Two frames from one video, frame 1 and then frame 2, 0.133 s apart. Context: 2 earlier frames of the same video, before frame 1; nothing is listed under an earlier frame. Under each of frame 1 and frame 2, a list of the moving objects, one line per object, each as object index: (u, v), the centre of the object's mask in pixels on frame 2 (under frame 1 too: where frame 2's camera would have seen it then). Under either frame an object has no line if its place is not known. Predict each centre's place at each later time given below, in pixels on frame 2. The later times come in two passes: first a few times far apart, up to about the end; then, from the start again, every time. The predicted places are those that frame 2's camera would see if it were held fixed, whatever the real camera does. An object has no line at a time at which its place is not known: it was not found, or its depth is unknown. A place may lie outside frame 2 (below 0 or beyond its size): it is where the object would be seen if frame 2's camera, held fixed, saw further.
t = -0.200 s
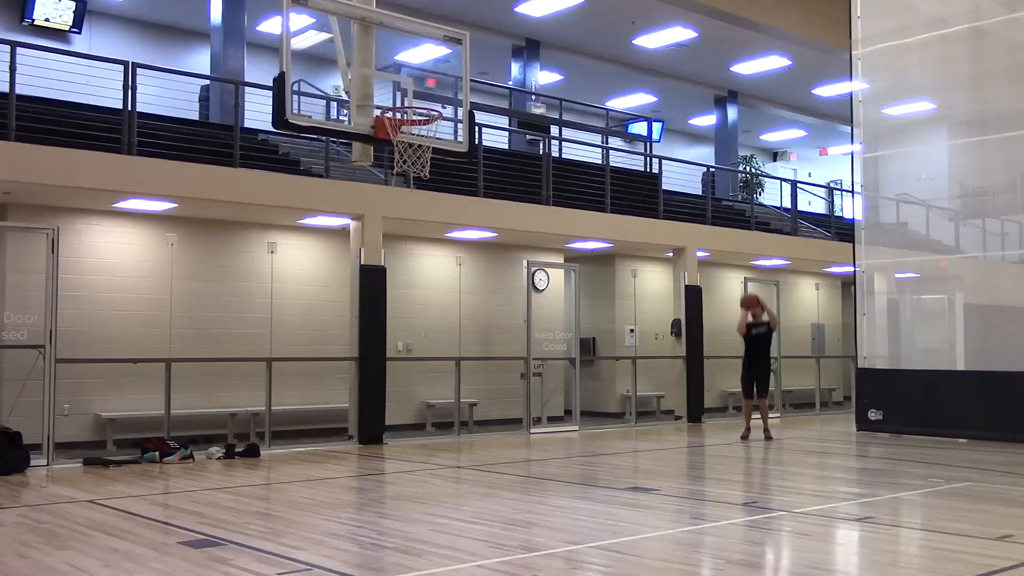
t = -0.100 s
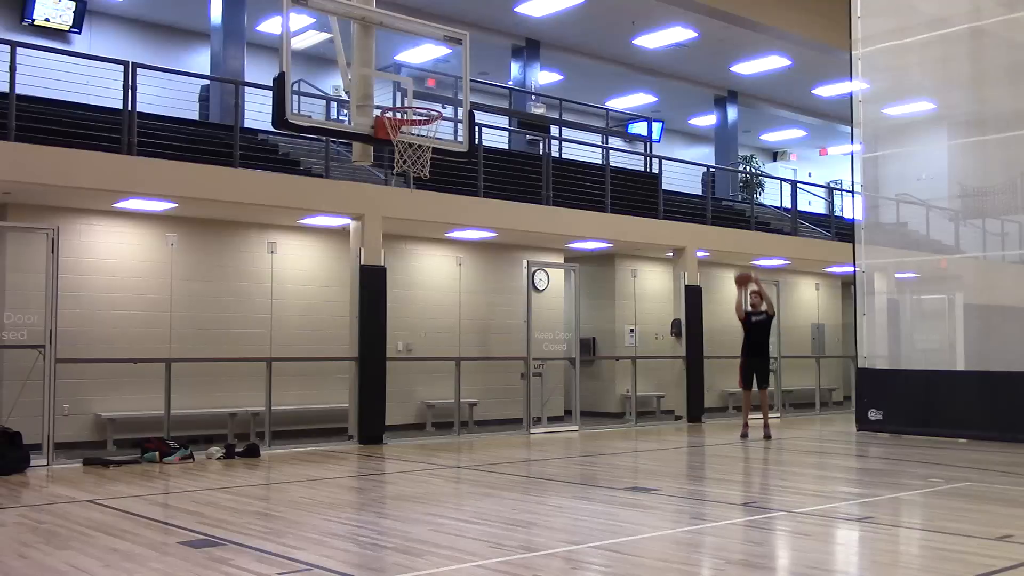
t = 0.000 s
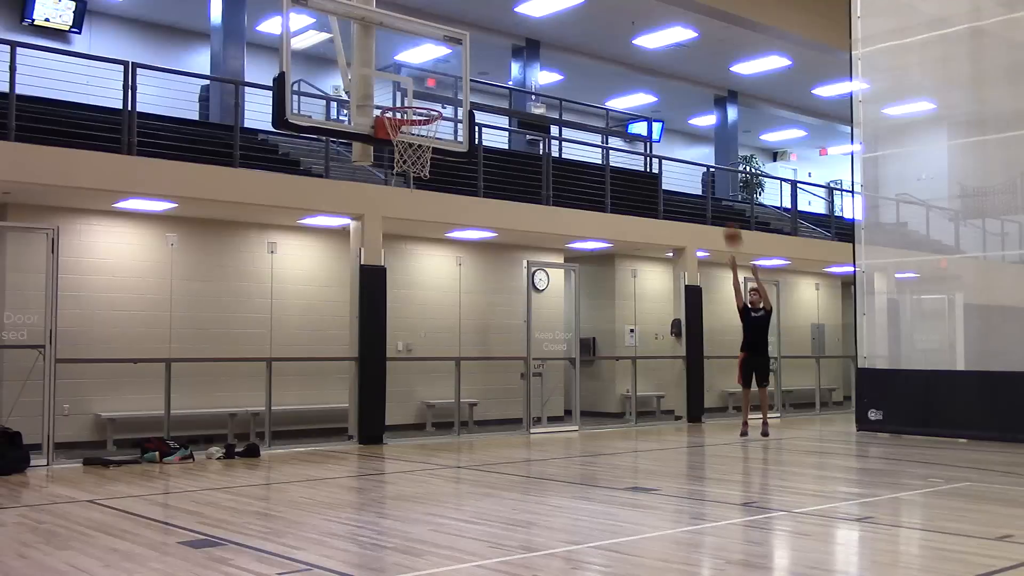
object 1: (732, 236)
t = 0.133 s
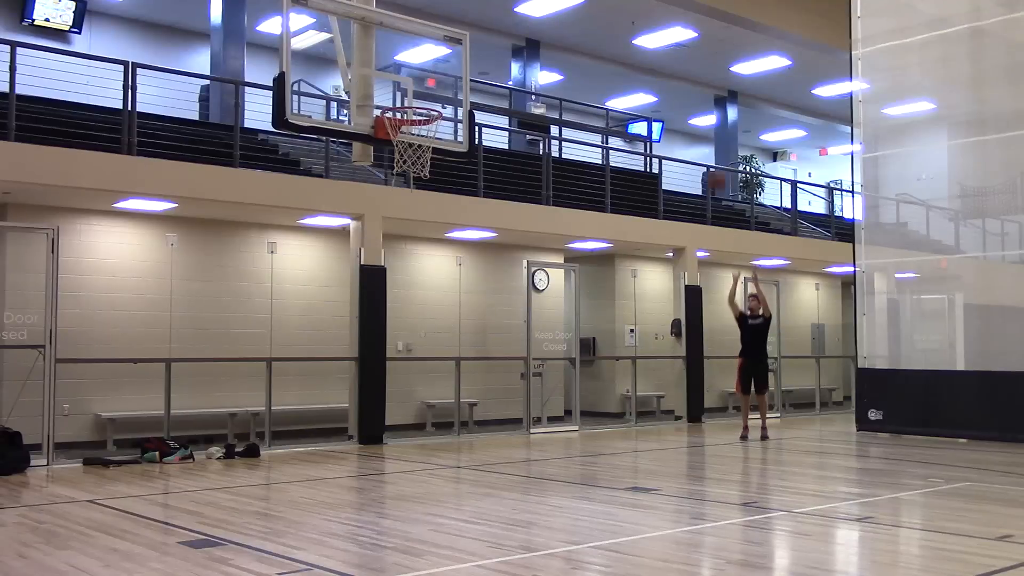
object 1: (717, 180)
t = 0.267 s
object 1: (700, 138)
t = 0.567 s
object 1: (661, 86)
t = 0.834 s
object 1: (622, 101)
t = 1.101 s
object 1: (581, 187)
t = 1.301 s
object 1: (546, 312)
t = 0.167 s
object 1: (714, 170)
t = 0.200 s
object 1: (708, 158)
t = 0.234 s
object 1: (704, 146)
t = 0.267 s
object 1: (700, 138)
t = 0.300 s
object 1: (696, 131)
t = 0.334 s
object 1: (690, 120)
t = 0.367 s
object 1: (686, 112)
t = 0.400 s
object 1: (682, 106)
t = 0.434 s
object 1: (678, 100)
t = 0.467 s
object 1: (674, 95)
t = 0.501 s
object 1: (670, 92)
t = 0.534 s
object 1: (665, 88)
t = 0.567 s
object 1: (661, 86)
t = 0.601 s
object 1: (656, 84)
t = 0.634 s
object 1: (652, 83)
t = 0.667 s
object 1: (647, 84)
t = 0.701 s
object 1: (642, 85)
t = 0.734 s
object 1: (637, 87)
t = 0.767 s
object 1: (632, 90)
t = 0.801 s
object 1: (627, 94)
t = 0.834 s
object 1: (622, 101)
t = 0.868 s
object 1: (616, 110)
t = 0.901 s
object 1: (612, 118)
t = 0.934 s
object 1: (607, 125)
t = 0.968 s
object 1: (603, 135)
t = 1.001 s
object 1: (596, 146)
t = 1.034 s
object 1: (591, 160)
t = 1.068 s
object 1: (585, 174)
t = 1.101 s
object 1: (581, 187)
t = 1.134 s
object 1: (575, 205)
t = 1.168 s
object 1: (569, 224)
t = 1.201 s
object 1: (563, 241)
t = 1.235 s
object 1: (558, 260)
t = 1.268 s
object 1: (555, 290)
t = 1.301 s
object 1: (546, 312)
